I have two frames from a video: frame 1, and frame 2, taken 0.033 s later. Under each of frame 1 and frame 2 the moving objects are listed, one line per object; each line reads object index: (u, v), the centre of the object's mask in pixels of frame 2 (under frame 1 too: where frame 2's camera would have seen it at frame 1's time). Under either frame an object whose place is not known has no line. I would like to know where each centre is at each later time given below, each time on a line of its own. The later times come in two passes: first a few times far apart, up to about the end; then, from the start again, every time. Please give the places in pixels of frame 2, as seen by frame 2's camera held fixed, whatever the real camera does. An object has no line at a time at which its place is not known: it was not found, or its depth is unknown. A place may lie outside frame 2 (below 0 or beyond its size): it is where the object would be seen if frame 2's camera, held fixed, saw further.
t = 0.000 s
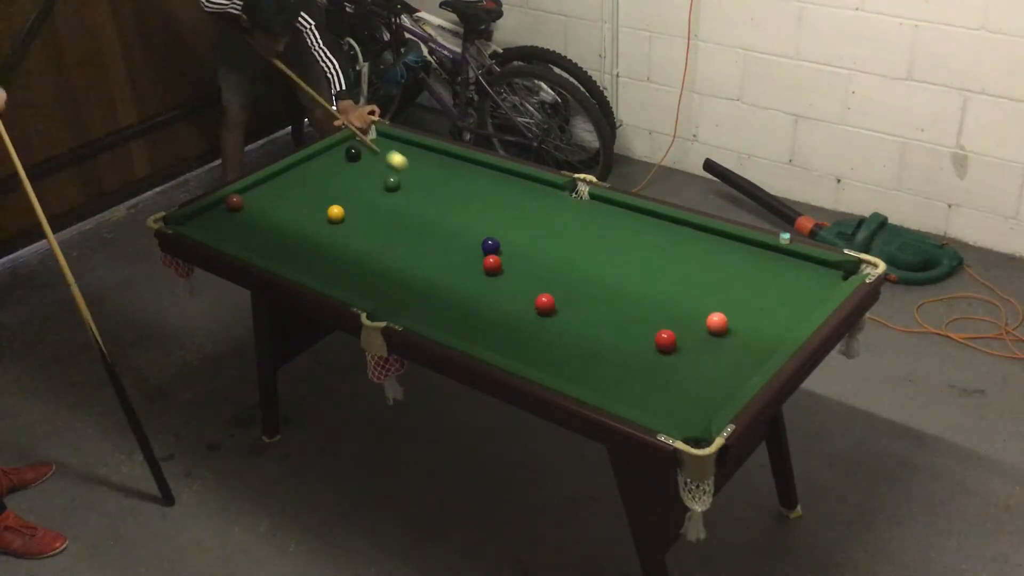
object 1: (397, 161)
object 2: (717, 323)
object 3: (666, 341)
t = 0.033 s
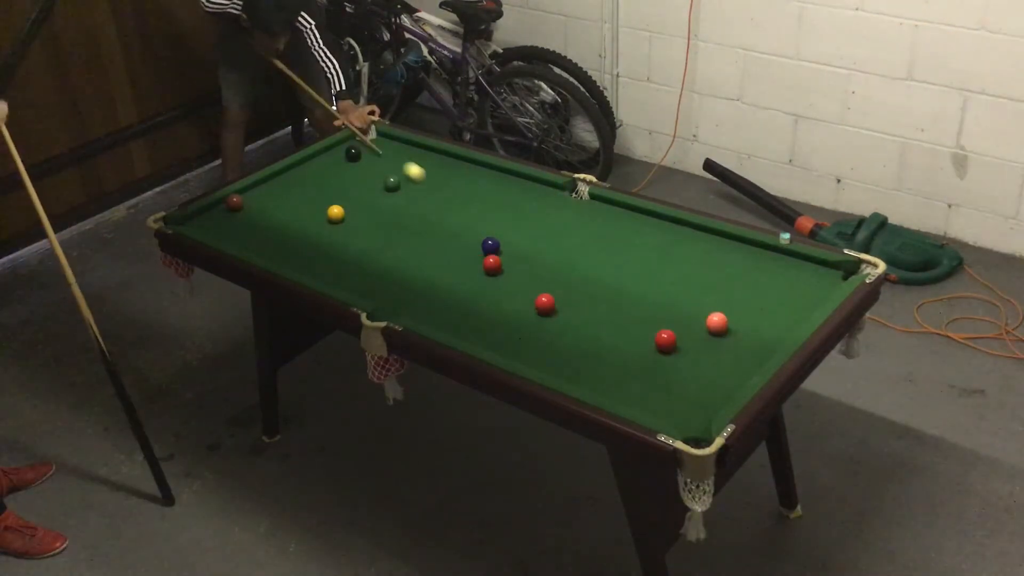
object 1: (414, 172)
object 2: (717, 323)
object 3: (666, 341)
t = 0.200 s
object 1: (503, 229)
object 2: (717, 323)
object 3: (666, 341)
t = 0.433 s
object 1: (657, 324)
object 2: (717, 323)
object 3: (666, 342)
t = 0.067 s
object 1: (431, 184)
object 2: (717, 323)
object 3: (666, 341)
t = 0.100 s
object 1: (449, 195)
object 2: (717, 323)
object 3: (666, 341)
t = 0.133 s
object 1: (467, 206)
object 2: (717, 323)
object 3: (666, 341)
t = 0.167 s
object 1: (485, 217)
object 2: (717, 323)
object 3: (666, 341)
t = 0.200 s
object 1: (503, 229)
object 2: (717, 323)
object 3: (666, 341)
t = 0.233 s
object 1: (523, 241)
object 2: (717, 323)
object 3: (666, 341)
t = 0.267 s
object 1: (543, 254)
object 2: (717, 323)
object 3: (666, 341)
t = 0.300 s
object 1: (564, 267)
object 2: (717, 323)
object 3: (666, 341)
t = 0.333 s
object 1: (586, 281)
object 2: (717, 323)
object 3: (666, 341)
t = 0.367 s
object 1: (609, 295)
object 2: (717, 323)
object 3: (666, 341)
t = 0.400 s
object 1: (633, 310)
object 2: (717, 323)
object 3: (666, 341)
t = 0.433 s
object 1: (657, 324)
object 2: (717, 323)
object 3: (666, 342)
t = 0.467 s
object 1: (677, 327)
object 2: (717, 323)
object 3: (673, 357)
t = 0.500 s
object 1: (694, 327)
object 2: (718, 323)
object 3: (680, 375)
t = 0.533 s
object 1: (697, 328)
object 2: (732, 320)
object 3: (688, 393)
